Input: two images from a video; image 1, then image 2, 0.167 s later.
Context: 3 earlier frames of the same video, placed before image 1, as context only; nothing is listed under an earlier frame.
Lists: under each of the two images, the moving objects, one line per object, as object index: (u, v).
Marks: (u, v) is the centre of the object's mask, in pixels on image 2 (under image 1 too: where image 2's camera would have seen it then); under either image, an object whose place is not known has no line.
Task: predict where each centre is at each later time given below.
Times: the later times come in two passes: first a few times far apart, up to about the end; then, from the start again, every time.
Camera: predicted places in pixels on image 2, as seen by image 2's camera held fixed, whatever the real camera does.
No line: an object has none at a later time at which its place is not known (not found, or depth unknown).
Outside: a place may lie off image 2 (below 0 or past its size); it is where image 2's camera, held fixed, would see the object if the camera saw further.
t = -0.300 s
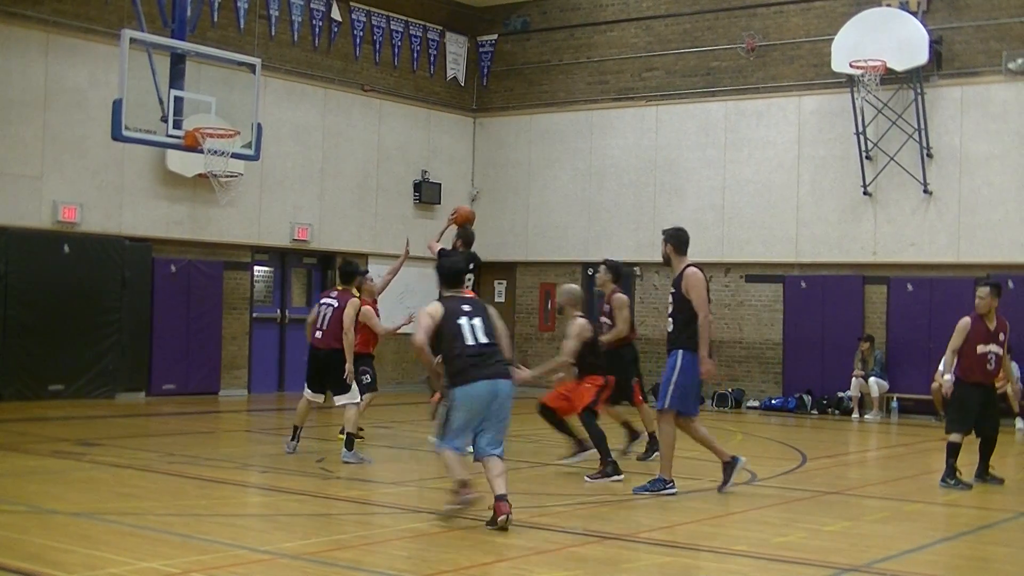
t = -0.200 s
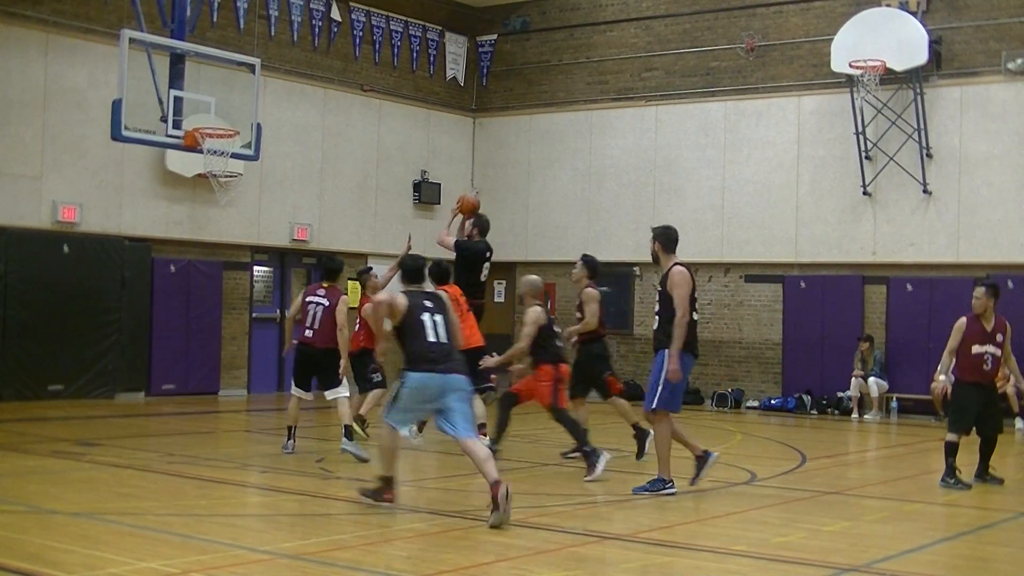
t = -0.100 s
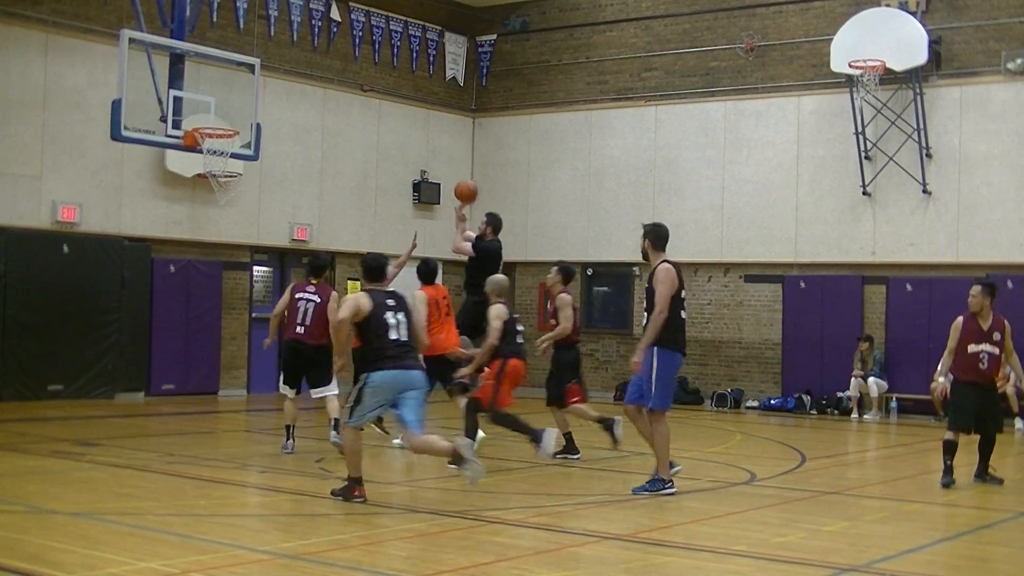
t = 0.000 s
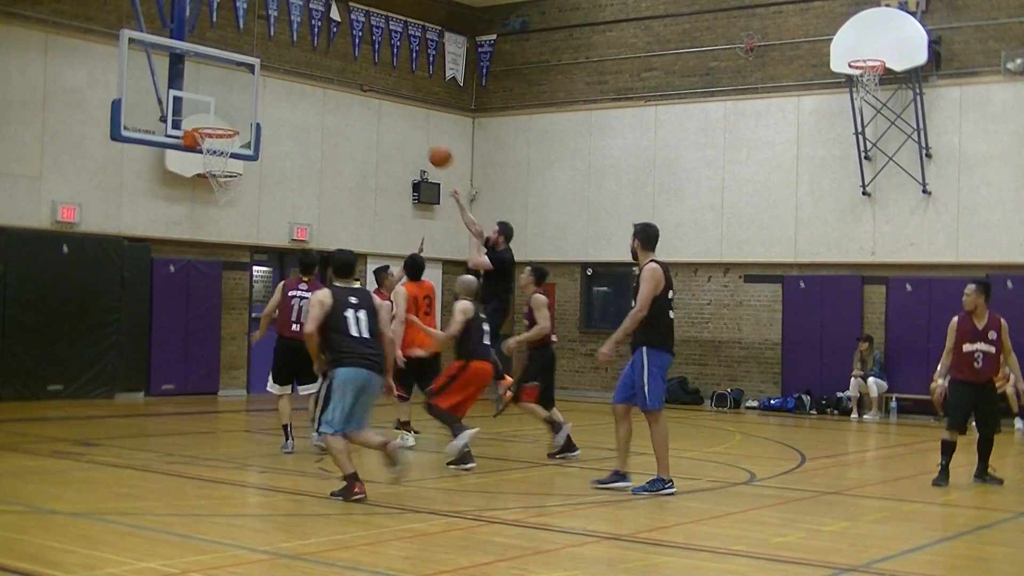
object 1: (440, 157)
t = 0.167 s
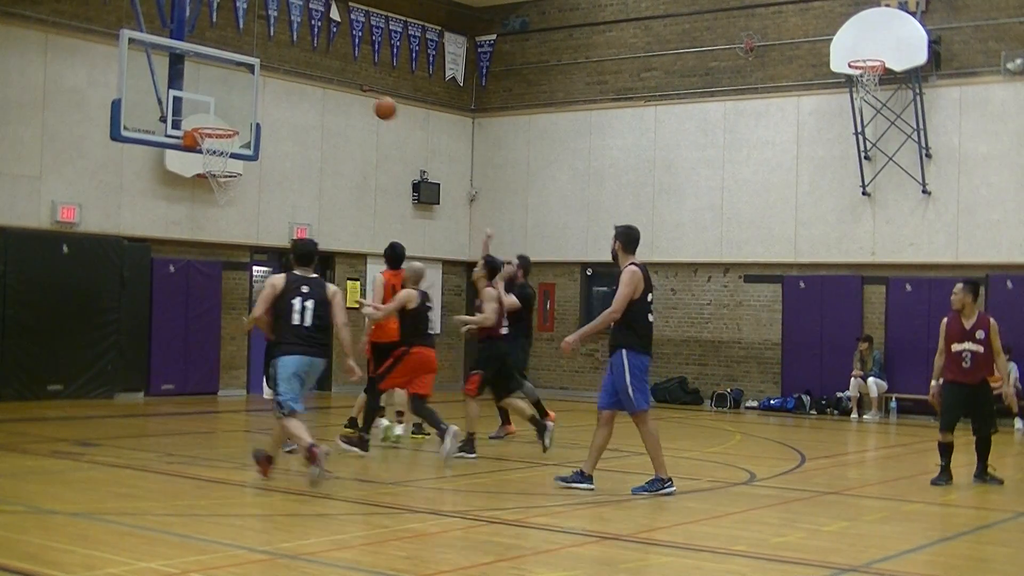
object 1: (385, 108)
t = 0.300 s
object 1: (342, 89)
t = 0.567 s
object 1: (254, 103)
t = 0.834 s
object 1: (204, 113)
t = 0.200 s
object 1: (374, 101)
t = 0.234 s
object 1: (363, 96)
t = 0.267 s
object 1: (353, 92)
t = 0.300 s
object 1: (342, 89)
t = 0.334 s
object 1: (331, 87)
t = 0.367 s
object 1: (320, 86)
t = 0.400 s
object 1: (310, 86)
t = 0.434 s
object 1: (298, 87)
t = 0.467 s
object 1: (288, 89)
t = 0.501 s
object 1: (277, 93)
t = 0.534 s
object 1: (265, 97)
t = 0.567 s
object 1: (254, 103)
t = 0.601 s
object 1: (243, 109)
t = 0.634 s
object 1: (233, 116)
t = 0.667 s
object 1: (222, 121)
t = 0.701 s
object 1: (215, 121)
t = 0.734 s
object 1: (209, 120)
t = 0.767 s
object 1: (203, 121)
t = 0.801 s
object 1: (202, 118)
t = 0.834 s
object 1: (204, 113)
